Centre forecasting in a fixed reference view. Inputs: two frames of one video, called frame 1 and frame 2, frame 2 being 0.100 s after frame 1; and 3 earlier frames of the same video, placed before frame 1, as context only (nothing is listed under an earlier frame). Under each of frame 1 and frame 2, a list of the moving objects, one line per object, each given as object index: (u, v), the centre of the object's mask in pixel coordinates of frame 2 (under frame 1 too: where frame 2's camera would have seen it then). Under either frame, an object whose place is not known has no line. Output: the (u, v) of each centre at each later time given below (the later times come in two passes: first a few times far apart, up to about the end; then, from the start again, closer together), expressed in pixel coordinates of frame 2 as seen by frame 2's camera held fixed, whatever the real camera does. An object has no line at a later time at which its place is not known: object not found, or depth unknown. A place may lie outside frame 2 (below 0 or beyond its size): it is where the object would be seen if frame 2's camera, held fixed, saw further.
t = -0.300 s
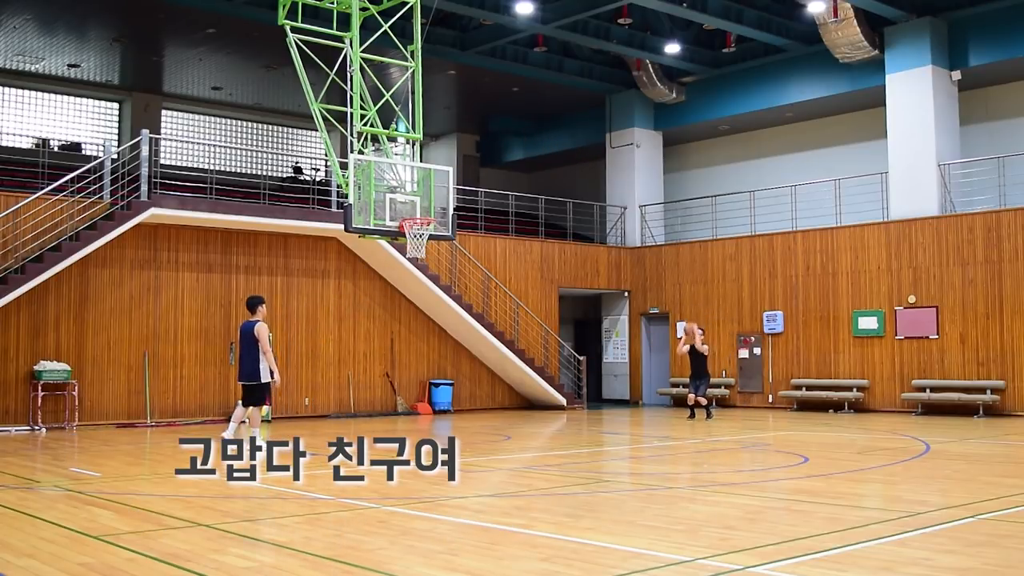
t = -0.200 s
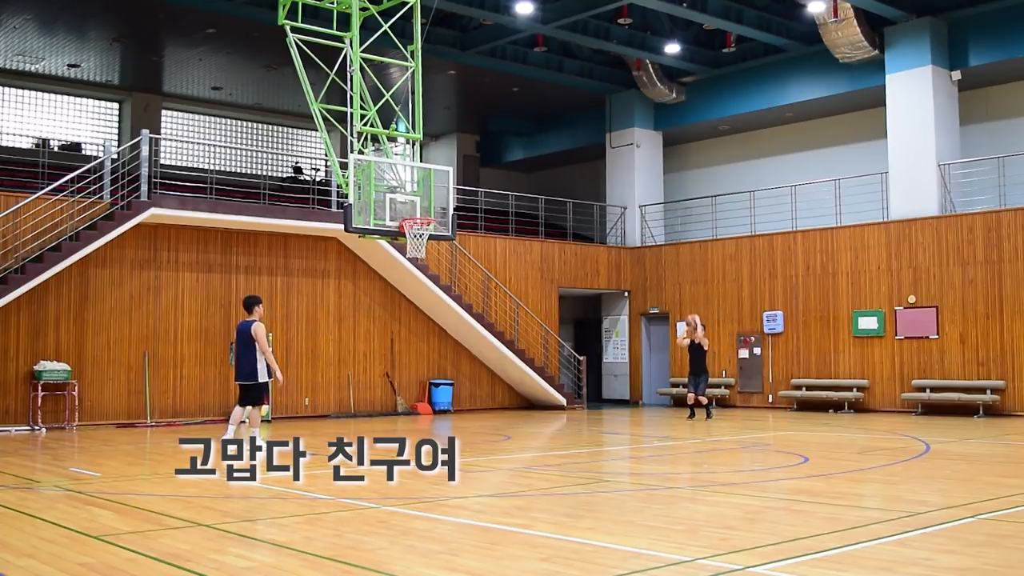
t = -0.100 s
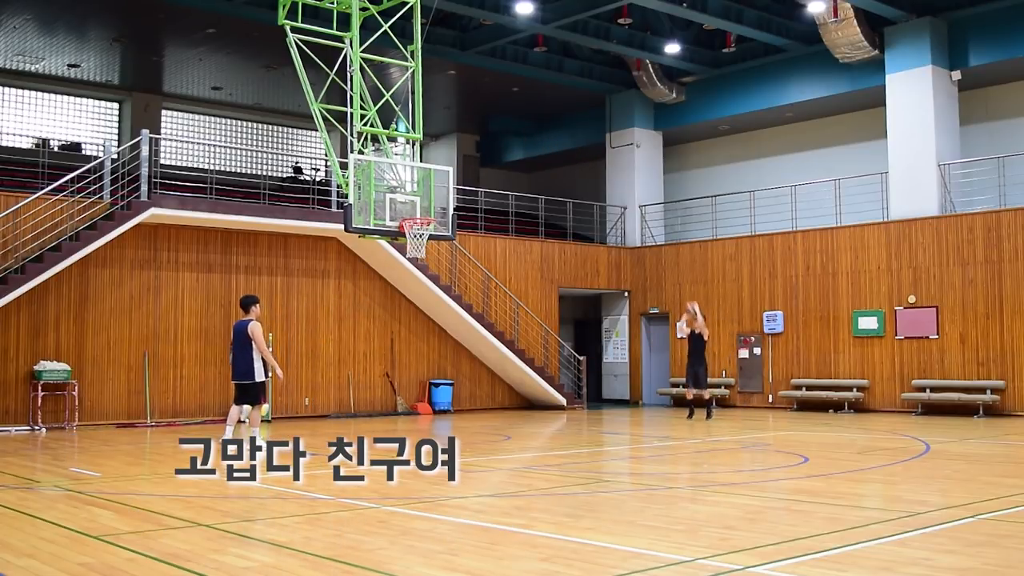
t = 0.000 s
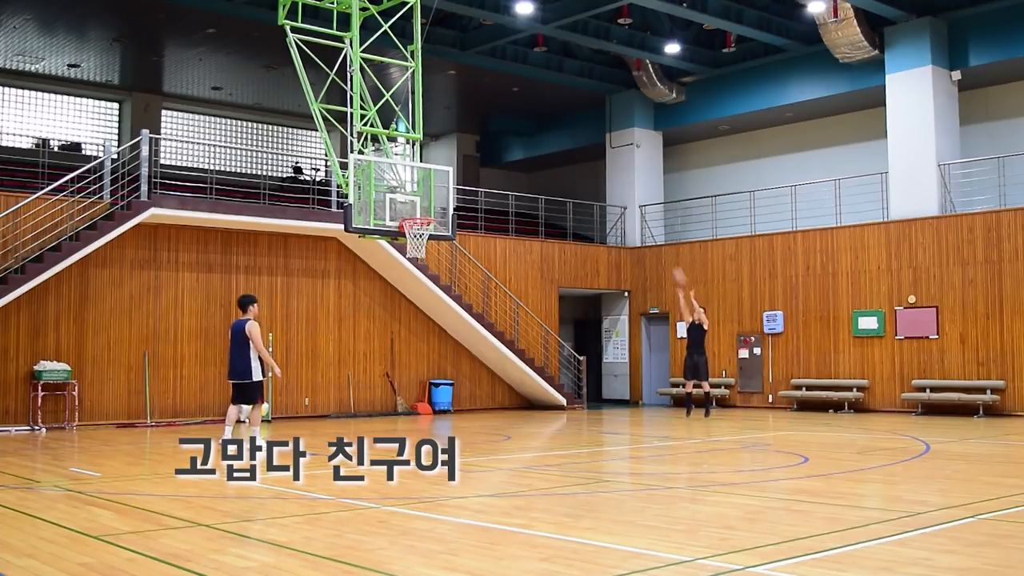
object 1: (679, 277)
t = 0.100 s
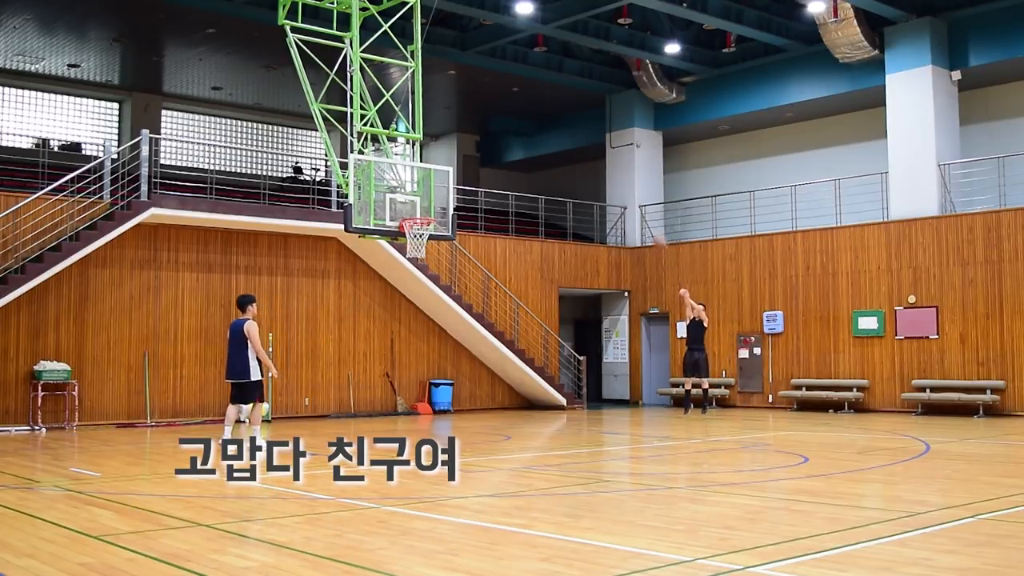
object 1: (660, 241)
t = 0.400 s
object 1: (600, 162)
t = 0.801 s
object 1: (519, 136)
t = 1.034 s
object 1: (468, 166)
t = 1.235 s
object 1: (424, 217)
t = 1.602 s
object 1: (374, 299)
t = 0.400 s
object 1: (600, 162)
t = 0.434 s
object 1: (594, 157)
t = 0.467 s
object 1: (587, 152)
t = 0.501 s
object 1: (581, 147)
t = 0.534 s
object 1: (574, 143)
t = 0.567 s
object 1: (567, 140)
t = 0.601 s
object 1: (560, 138)
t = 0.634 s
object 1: (554, 136)
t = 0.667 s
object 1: (547, 134)
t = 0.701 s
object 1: (540, 133)
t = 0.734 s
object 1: (533, 134)
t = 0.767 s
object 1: (526, 134)
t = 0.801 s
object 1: (519, 136)
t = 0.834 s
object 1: (512, 138)
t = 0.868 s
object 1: (504, 141)
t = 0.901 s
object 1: (497, 144)
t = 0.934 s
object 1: (490, 148)
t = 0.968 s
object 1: (482, 154)
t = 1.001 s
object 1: (475, 159)
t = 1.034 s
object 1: (468, 166)
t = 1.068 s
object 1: (461, 172)
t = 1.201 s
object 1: (427, 210)
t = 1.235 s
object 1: (424, 217)
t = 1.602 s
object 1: (374, 299)
